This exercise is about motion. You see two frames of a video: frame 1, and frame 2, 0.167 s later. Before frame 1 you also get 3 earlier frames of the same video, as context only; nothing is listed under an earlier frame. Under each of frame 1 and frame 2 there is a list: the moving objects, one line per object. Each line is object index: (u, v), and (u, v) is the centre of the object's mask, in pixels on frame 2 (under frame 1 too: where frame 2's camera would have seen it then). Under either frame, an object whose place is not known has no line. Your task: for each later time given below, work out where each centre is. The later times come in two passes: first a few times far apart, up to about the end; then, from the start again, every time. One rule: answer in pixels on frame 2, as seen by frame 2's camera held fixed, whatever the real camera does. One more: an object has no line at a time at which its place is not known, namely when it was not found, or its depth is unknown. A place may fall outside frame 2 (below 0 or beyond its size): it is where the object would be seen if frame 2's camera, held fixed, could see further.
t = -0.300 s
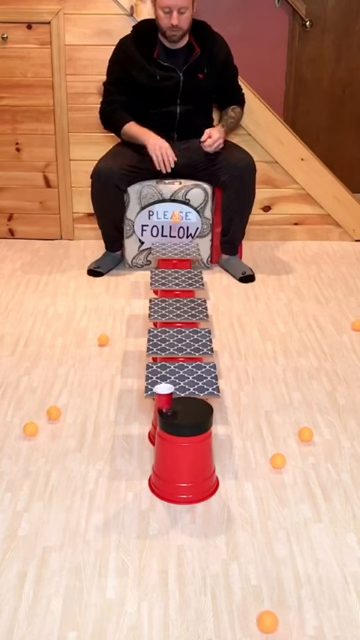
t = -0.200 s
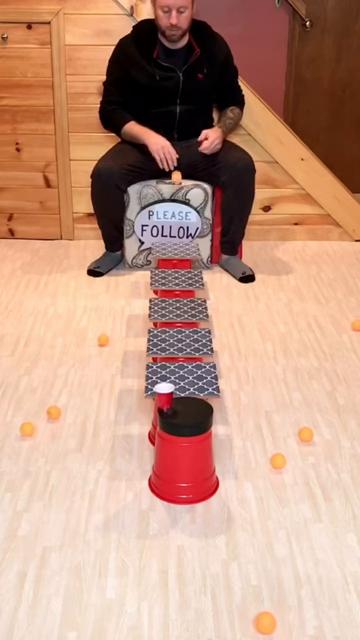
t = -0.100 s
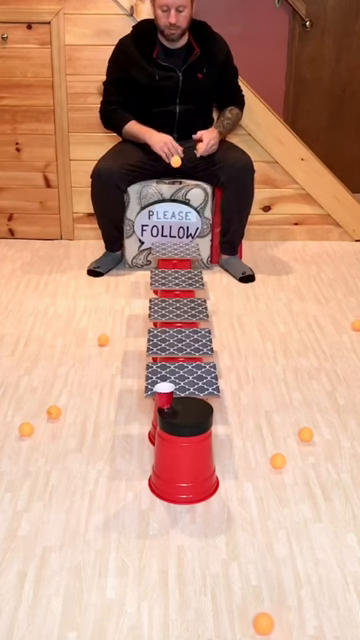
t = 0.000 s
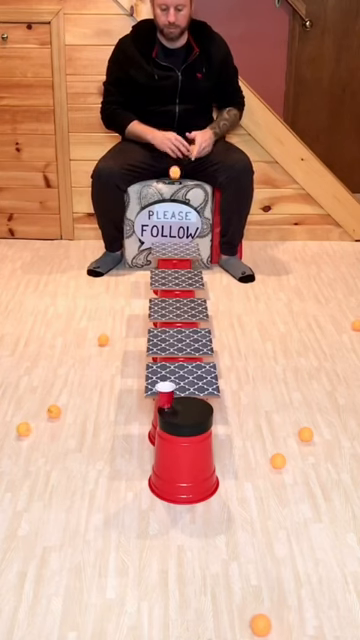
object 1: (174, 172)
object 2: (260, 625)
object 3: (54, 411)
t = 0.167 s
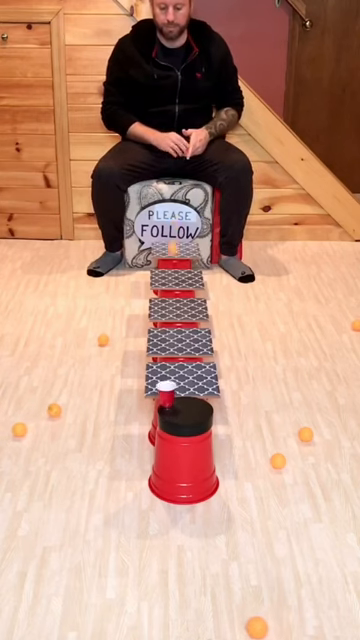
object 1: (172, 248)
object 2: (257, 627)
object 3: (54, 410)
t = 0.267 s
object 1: (173, 248)
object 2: (253, 629)
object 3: (55, 410)
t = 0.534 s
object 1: (174, 227)
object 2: (247, 627)
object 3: (58, 409)
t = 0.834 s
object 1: (175, 264)
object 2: (242, 624)
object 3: (62, 409)
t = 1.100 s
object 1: (175, 329)
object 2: (244, 624)
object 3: (66, 409)
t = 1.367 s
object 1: (177, 308)
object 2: (247, 625)
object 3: (69, 409)
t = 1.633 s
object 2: (251, 628)
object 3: (72, 409)
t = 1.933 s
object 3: (76, 409)
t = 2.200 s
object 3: (79, 409)
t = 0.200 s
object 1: (172, 270)
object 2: (255, 628)
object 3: (54, 410)
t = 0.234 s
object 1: (173, 264)
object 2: (254, 629)
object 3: (54, 410)
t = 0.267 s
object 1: (173, 248)
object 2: (253, 629)
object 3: (55, 410)
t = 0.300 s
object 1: (173, 234)
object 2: (252, 629)
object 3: (55, 410)
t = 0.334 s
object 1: (173, 225)
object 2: (252, 629)
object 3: (56, 409)
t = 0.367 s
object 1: (173, 217)
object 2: (251, 629)
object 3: (56, 410)
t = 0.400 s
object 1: (173, 213)
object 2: (250, 629)
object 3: (57, 410)
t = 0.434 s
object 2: (250, 628)
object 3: (57, 409)
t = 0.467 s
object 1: (173, 213)
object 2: (249, 628)
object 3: (58, 409)
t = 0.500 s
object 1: (174, 218)
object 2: (248, 627)
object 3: (58, 409)
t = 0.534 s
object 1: (174, 227)
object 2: (247, 627)
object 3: (58, 409)
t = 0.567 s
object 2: (246, 626)
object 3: (58, 409)
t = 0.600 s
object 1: (175, 255)
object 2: (245, 626)
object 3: (60, 409)
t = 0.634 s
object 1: (175, 271)
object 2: (245, 625)
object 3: (60, 409)
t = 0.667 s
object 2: (244, 625)
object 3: (60, 410)
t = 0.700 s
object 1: (175, 309)
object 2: (243, 624)
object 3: (61, 409)
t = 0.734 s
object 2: (243, 624)
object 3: (61, 409)
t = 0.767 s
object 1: (175, 281)
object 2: (243, 624)
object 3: (62, 409)
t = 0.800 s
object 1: (175, 271)
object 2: (242, 624)
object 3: (62, 409)
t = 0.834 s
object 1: (175, 264)
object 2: (242, 624)
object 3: (62, 409)
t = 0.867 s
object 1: (175, 260)
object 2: (242, 624)
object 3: (62, 409)
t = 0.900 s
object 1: (175, 260)
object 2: (242, 624)
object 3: (63, 409)
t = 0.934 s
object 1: (175, 263)
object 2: (242, 624)
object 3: (63, 409)
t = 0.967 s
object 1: (175, 269)
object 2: (242, 624)
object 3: (64, 409)
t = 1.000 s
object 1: (175, 279)
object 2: (243, 623)
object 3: (64, 409)
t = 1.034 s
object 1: (175, 292)
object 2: (243, 623)
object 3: (64, 409)
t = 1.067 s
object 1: (175, 309)
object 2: (243, 624)
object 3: (64, 409)
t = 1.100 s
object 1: (175, 329)
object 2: (244, 624)
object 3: (66, 409)
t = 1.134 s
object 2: (245, 624)
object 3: (66, 409)
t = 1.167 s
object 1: (175, 325)
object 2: (245, 624)
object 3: (66, 409)
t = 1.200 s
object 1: (176, 312)
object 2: (245, 624)
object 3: (67, 409)
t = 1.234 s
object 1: (176, 305)
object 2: (245, 624)
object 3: (68, 409)
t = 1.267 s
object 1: (176, 300)
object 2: (246, 624)
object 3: (68, 409)
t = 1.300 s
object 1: (177, 299)
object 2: (246, 625)
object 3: (69, 409)
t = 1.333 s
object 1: (177, 302)
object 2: (246, 625)
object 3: (69, 409)
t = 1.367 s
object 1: (177, 308)
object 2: (247, 625)
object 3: (69, 409)
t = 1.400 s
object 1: (178, 318)
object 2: (247, 626)
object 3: (69, 409)
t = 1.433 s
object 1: (178, 332)
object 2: (247, 626)
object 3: (70, 409)
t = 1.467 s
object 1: (179, 349)
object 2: (248, 627)
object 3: (70, 409)
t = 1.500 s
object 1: (179, 367)
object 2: (248, 627)
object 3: (70, 409)
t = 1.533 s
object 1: (179, 366)
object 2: (249, 627)
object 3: (72, 409)
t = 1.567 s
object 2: (250, 628)
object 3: (72, 409)
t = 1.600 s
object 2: (250, 628)
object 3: (72, 409)
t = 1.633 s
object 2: (251, 628)
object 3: (72, 409)
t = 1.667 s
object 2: (251, 628)
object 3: (73, 409)
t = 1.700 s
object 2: (251, 628)
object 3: (74, 409)
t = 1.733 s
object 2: (251, 628)
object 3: (74, 409)
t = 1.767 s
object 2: (251, 628)
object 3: (74, 409)
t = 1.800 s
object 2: (251, 628)
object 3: (74, 409)
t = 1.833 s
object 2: (252, 627)
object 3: (75, 409)
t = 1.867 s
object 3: (75, 409)
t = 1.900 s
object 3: (75, 409)
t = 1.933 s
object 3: (76, 409)
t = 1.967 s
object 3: (76, 409)
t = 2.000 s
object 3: (77, 409)
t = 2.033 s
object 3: (78, 409)
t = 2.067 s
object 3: (78, 409)
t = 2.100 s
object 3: (78, 409)
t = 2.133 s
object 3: (79, 409)
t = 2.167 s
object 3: (79, 409)
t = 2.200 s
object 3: (79, 409)
